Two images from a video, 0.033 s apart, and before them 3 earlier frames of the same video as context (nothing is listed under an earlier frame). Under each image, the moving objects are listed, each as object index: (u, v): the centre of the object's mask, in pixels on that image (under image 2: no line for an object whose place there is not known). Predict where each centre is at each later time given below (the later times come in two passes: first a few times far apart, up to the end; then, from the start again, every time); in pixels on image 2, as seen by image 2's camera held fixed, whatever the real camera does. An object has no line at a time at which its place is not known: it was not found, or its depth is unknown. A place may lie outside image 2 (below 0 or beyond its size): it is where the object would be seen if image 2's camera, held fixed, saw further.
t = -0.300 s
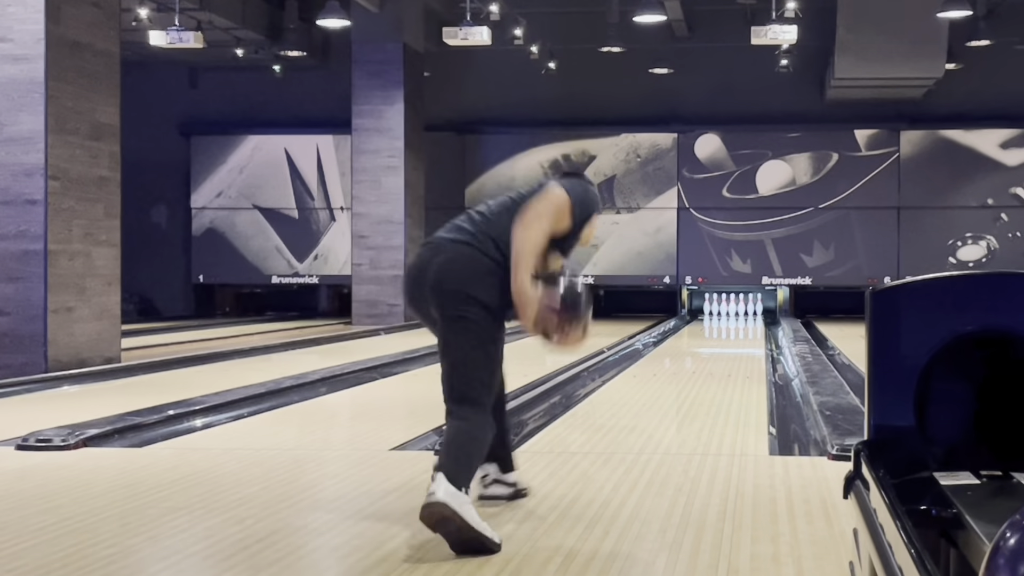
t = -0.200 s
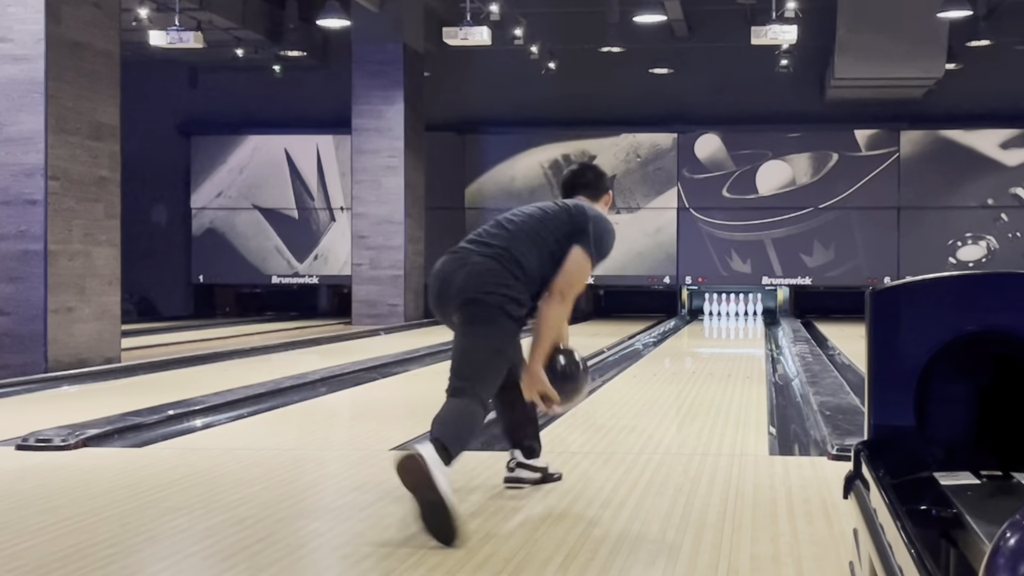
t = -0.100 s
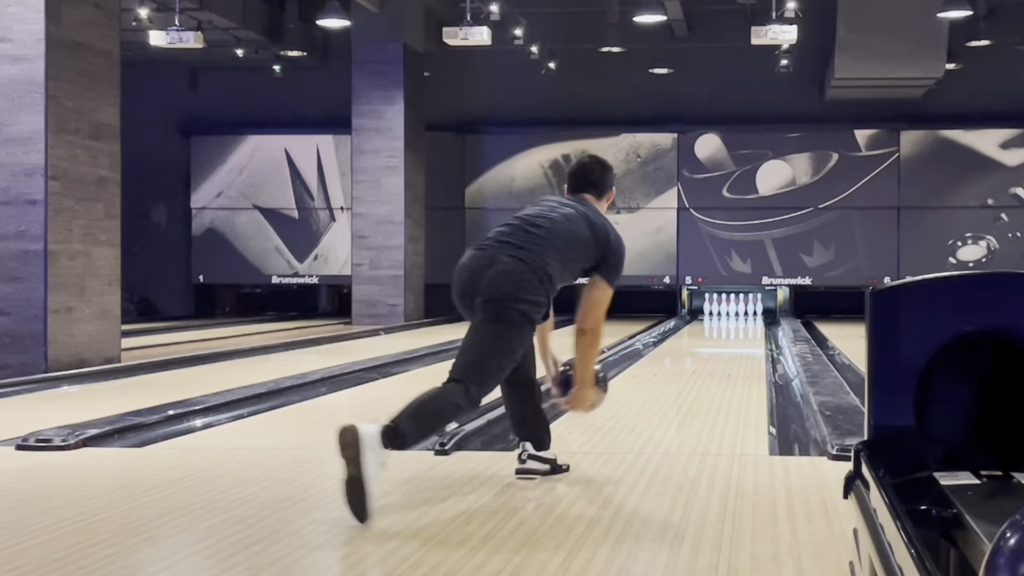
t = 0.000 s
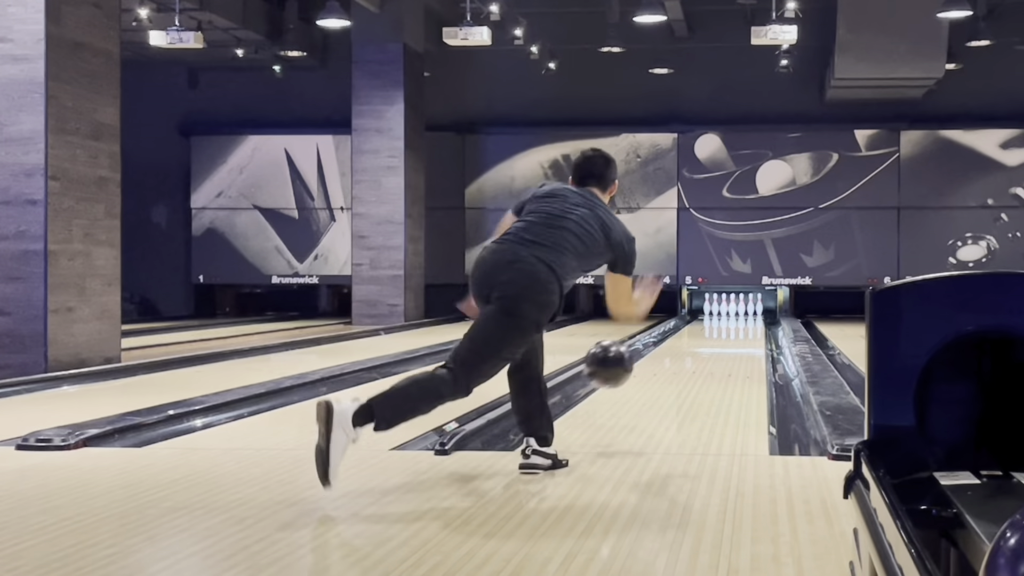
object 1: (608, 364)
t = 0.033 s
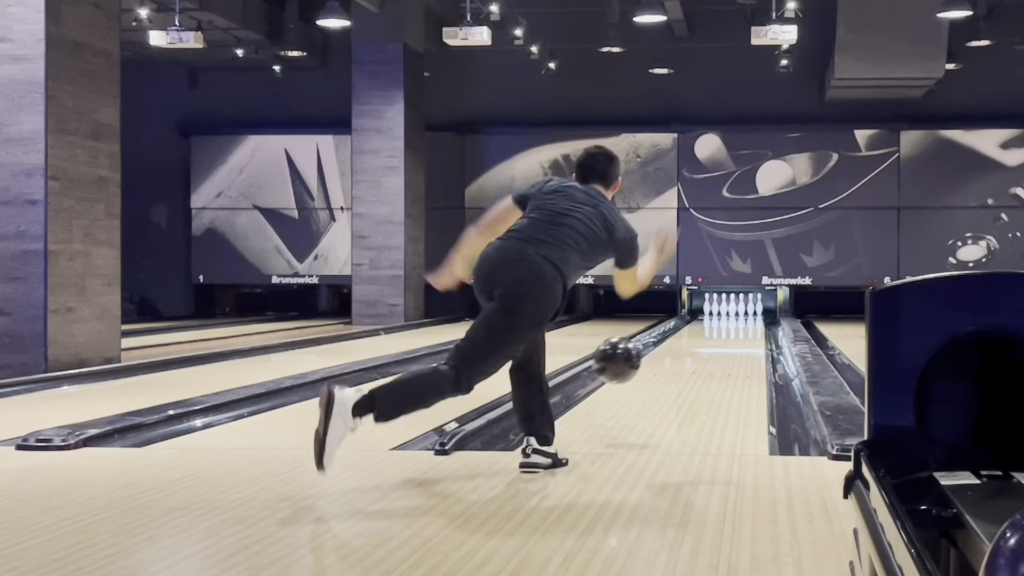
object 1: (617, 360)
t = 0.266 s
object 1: (661, 385)
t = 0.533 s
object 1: (692, 364)
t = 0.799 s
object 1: (712, 350)
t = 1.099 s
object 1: (728, 338)
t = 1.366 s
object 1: (737, 330)
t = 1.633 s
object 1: (745, 324)
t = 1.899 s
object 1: (749, 319)
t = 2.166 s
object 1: (748, 315)
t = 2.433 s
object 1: (742, 313)
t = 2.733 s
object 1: (736, 310)
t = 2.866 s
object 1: (736, 310)
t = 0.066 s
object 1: (625, 359)
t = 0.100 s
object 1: (631, 360)
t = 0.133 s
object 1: (638, 363)
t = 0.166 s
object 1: (644, 368)
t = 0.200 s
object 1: (650, 375)
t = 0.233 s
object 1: (656, 384)
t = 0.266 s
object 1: (661, 385)
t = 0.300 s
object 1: (666, 379)
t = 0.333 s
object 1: (670, 379)
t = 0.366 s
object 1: (674, 376)
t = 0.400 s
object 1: (678, 373)
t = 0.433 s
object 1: (682, 371)
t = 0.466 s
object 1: (685, 368)
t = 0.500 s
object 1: (688, 366)
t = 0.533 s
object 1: (692, 364)
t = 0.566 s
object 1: (695, 362)
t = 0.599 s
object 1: (697, 360)
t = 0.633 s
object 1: (700, 358)
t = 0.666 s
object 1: (703, 356)
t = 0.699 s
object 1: (705, 354)
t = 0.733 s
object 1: (708, 353)
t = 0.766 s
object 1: (710, 351)
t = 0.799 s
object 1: (712, 350)
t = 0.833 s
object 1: (714, 348)
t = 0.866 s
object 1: (716, 347)
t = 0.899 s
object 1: (718, 345)
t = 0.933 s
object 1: (720, 344)
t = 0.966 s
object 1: (721, 343)
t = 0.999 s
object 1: (723, 342)
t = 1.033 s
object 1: (725, 340)
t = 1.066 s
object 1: (726, 339)
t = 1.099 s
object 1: (728, 338)
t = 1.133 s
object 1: (729, 337)
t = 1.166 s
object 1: (730, 336)
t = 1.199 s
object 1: (731, 335)
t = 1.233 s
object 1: (733, 334)
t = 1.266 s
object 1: (734, 333)
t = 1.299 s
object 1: (735, 332)
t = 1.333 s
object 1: (736, 331)
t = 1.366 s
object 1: (737, 330)
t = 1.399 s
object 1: (738, 329)
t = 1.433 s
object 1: (739, 328)
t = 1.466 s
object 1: (740, 328)
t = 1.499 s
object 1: (741, 327)
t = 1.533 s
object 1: (742, 326)
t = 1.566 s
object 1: (743, 326)
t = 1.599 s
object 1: (744, 325)
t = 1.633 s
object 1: (745, 324)
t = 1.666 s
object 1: (745, 323)
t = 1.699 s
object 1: (746, 323)
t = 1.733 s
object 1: (747, 322)
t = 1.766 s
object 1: (747, 321)
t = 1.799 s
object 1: (747, 321)
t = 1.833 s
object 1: (748, 320)
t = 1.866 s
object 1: (749, 320)
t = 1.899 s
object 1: (749, 319)
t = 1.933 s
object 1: (750, 318)
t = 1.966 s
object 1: (750, 318)
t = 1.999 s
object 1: (750, 318)
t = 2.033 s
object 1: (750, 317)
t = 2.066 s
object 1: (750, 317)
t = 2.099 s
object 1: (749, 317)
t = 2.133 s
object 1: (749, 316)
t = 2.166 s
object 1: (748, 315)
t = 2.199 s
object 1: (748, 315)
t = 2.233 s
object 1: (747, 315)
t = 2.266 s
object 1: (746, 314)
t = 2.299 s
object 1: (746, 314)
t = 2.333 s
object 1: (745, 314)
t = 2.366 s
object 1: (744, 313)
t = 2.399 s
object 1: (743, 313)
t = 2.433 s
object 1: (742, 313)
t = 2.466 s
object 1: (741, 312)
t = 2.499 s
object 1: (740, 312)
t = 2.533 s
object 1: (739, 312)
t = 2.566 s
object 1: (738, 311)
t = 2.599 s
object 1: (737, 311)
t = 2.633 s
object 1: (736, 311)
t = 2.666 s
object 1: (736, 311)
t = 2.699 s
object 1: (737, 310)
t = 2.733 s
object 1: (736, 310)
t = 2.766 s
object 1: (736, 310)
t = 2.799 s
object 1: (736, 309)
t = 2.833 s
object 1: (735, 309)
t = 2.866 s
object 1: (736, 310)
